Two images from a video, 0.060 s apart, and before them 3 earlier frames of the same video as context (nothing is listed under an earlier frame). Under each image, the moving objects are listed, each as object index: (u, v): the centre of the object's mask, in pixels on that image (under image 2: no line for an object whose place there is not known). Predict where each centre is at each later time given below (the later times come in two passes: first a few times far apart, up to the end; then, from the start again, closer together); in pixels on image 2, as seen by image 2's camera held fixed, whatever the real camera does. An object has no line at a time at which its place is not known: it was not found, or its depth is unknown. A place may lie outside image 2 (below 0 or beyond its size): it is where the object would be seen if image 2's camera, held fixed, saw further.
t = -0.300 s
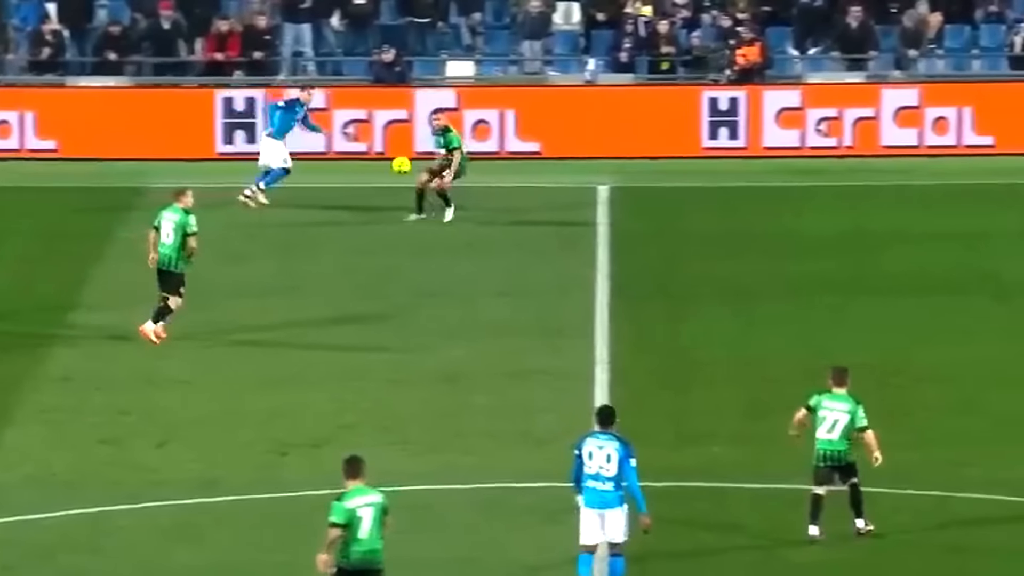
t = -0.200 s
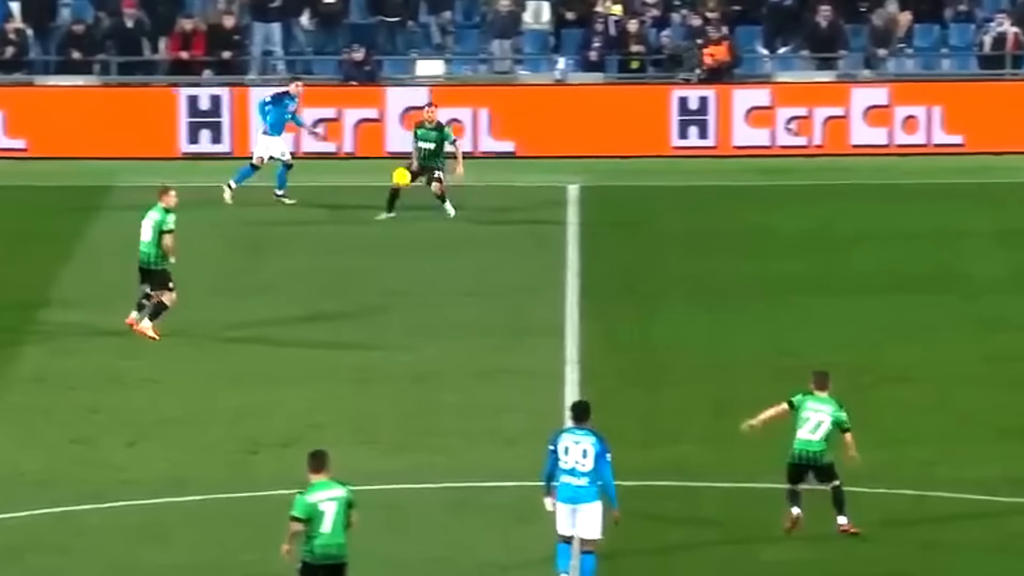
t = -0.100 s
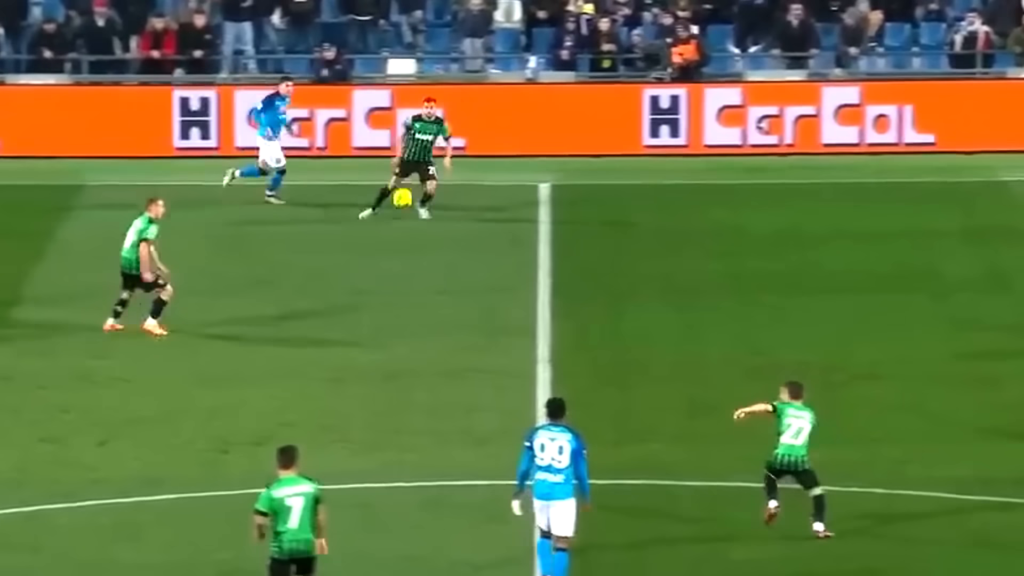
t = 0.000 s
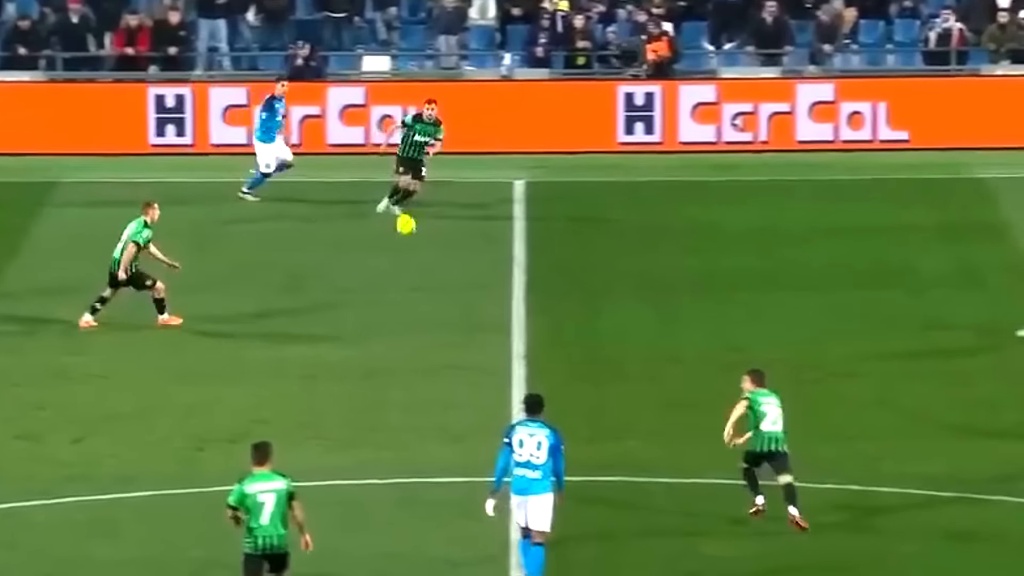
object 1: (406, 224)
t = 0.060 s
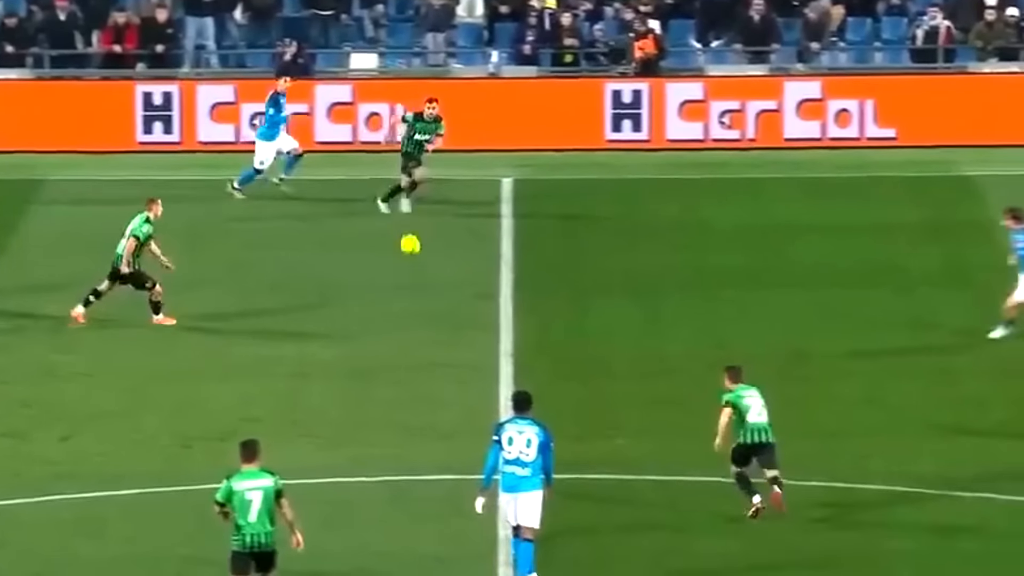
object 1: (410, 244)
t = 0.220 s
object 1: (451, 296)
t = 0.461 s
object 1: (497, 282)
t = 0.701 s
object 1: (542, 319)
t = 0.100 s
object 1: (420, 261)
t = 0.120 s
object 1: (426, 270)
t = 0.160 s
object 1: (437, 287)
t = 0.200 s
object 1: (447, 300)
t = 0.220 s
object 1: (451, 296)
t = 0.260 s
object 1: (459, 291)
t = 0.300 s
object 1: (467, 286)
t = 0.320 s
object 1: (470, 285)
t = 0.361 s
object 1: (479, 282)
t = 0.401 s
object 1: (486, 280)
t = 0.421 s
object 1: (490, 281)
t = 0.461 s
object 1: (497, 282)
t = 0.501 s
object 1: (506, 284)
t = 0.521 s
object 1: (509, 286)
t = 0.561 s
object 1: (516, 291)
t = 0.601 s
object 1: (524, 297)
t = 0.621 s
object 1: (527, 301)
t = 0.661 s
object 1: (535, 309)
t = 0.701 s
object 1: (542, 319)
